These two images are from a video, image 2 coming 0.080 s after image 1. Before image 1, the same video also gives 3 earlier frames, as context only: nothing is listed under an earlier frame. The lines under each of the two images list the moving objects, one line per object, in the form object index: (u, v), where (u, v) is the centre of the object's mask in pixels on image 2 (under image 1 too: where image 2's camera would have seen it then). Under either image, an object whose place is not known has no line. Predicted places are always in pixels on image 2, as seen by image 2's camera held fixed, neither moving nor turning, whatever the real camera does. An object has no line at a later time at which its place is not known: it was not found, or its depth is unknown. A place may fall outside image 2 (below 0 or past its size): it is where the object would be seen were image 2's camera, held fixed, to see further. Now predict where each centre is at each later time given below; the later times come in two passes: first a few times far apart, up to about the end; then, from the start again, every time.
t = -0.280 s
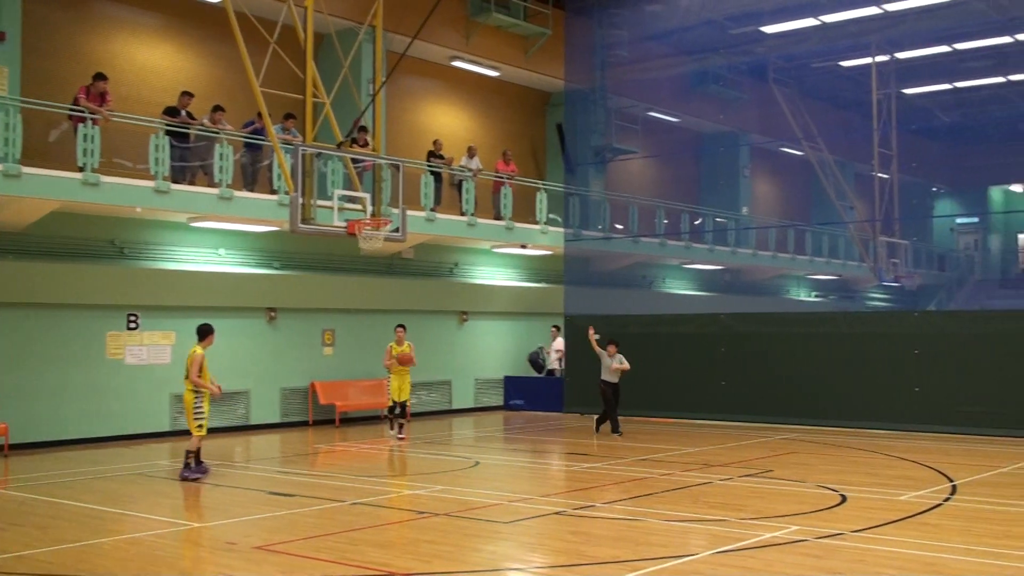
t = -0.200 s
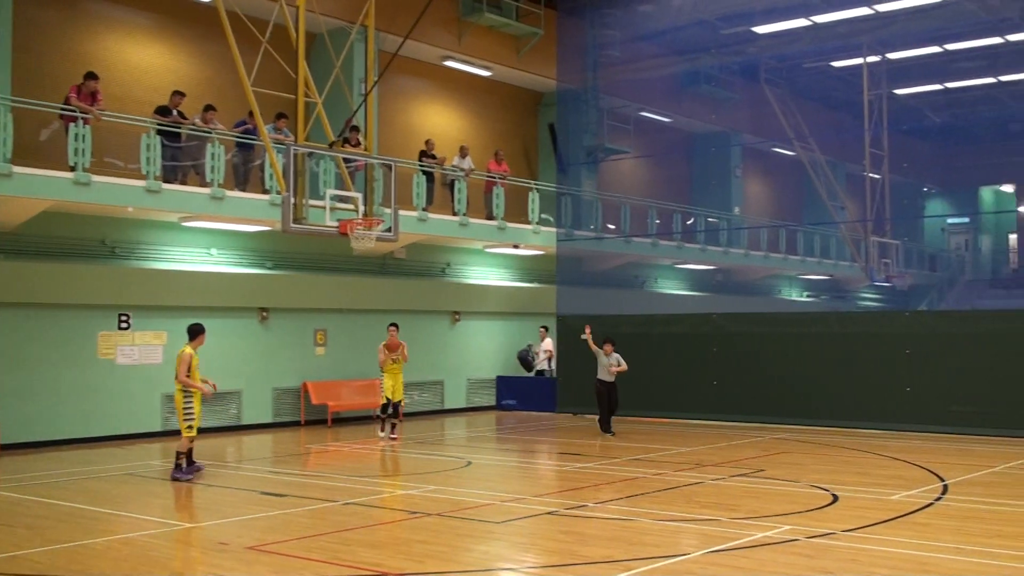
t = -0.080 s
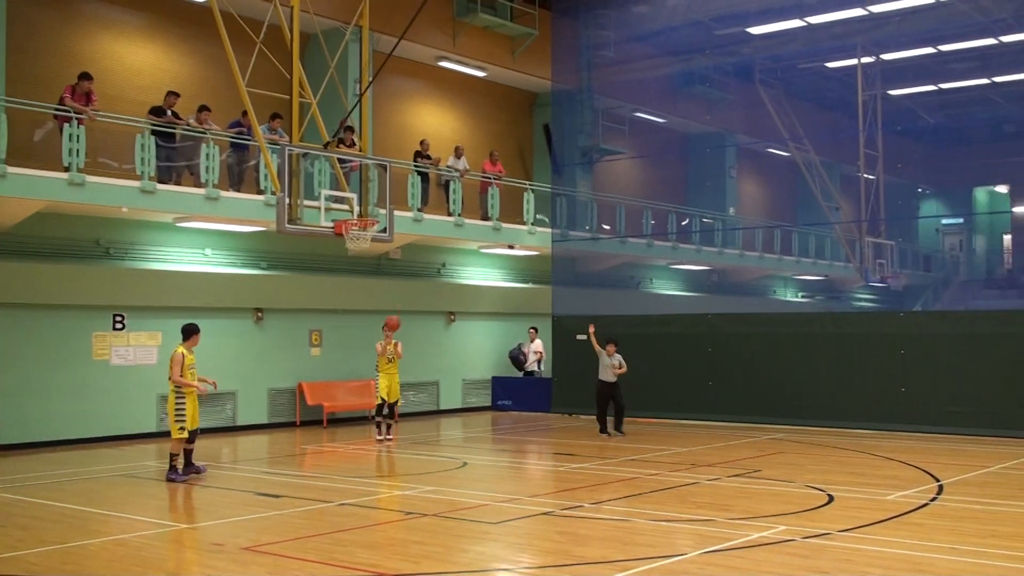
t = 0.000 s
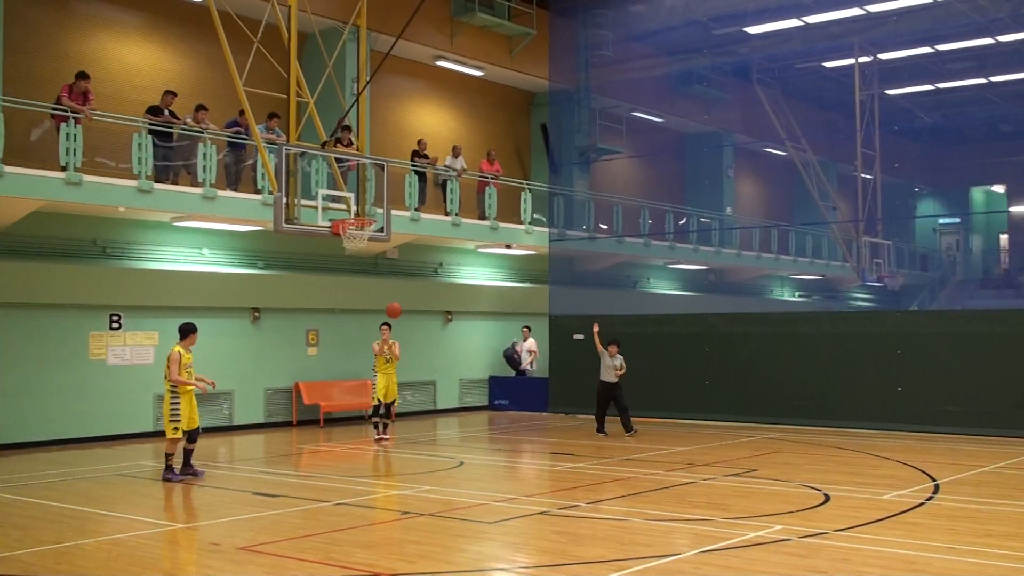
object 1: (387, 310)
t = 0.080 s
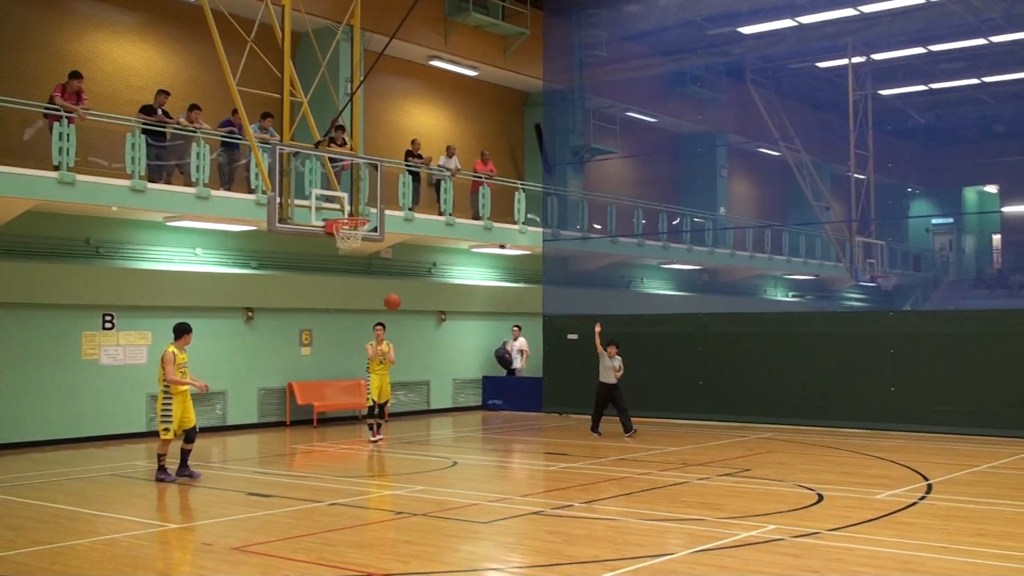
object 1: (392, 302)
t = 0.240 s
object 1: (402, 297)
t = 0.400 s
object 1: (413, 310)
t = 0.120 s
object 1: (395, 299)
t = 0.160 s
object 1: (397, 297)
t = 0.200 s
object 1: (400, 296)
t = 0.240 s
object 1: (402, 297)
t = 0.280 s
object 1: (405, 298)
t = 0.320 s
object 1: (408, 300)
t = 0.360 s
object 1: (411, 304)
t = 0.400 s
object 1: (413, 310)
